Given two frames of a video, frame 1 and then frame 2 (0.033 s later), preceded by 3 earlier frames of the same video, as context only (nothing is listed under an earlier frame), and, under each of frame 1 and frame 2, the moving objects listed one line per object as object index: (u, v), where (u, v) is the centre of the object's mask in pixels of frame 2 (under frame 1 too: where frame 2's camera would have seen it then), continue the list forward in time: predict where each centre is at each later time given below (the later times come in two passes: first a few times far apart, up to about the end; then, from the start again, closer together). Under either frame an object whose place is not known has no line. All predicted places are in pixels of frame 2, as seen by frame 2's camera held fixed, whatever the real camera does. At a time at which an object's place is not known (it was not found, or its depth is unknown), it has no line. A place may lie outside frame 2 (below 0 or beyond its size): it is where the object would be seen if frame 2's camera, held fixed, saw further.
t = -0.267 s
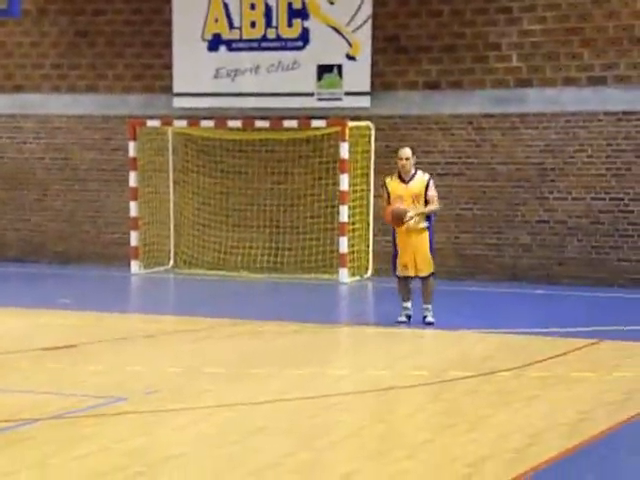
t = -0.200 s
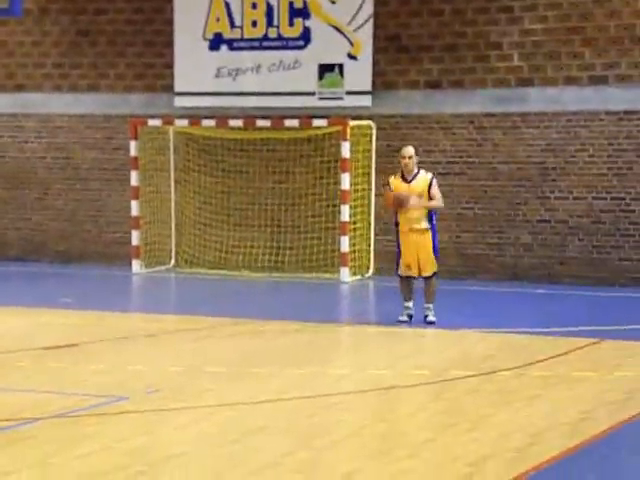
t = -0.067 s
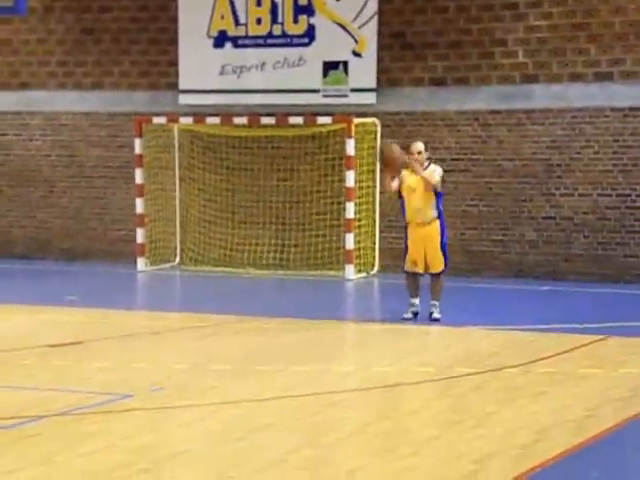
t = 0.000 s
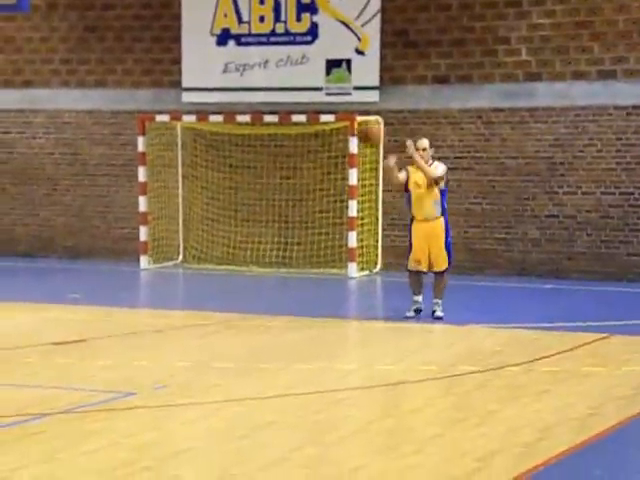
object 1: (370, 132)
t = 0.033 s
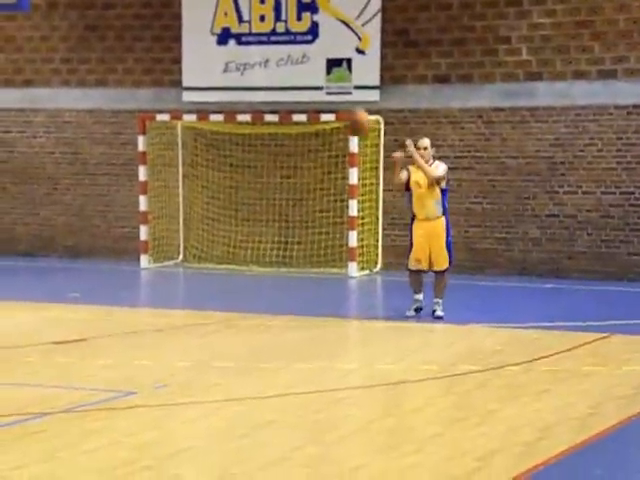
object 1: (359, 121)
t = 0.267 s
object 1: (263, 86)
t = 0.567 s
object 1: (110, 138)
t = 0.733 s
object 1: (4, 236)
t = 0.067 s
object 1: (345, 112)
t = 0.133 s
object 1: (319, 99)
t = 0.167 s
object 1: (306, 95)
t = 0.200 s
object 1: (291, 90)
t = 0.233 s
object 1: (277, 88)
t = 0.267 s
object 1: (263, 86)
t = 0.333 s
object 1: (231, 86)
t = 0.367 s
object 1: (215, 89)
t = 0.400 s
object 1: (199, 94)
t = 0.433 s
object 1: (180, 101)
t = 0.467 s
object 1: (165, 106)
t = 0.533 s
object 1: (127, 127)
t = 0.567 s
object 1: (110, 138)
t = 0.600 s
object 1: (92, 152)
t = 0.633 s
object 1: (69, 170)
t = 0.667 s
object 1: (53, 192)
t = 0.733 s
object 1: (4, 236)
